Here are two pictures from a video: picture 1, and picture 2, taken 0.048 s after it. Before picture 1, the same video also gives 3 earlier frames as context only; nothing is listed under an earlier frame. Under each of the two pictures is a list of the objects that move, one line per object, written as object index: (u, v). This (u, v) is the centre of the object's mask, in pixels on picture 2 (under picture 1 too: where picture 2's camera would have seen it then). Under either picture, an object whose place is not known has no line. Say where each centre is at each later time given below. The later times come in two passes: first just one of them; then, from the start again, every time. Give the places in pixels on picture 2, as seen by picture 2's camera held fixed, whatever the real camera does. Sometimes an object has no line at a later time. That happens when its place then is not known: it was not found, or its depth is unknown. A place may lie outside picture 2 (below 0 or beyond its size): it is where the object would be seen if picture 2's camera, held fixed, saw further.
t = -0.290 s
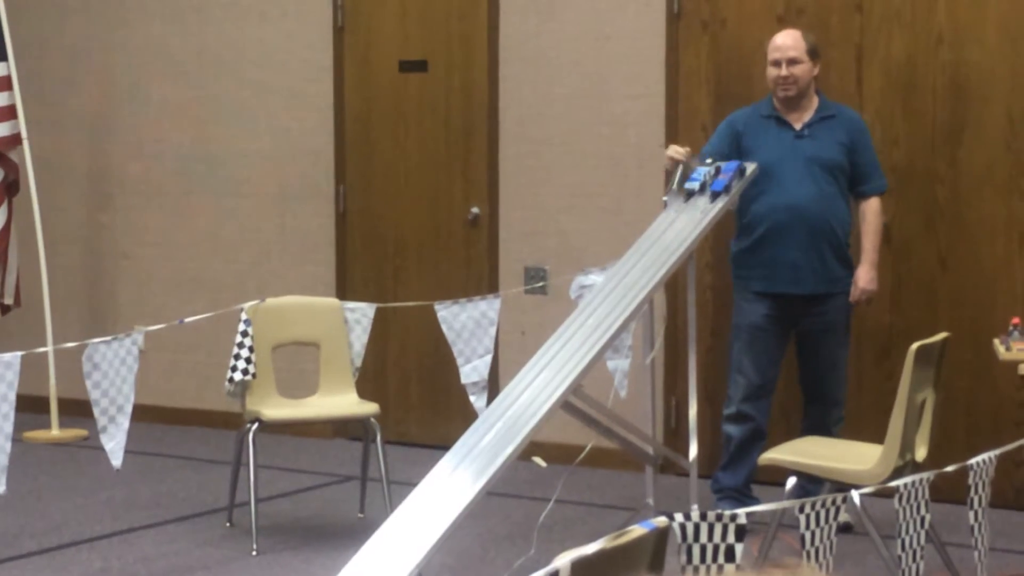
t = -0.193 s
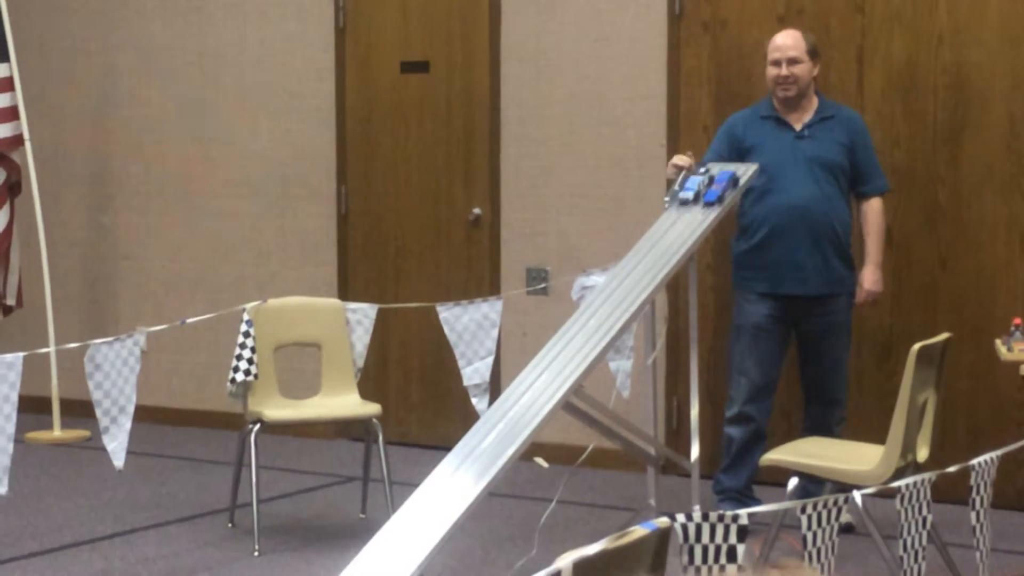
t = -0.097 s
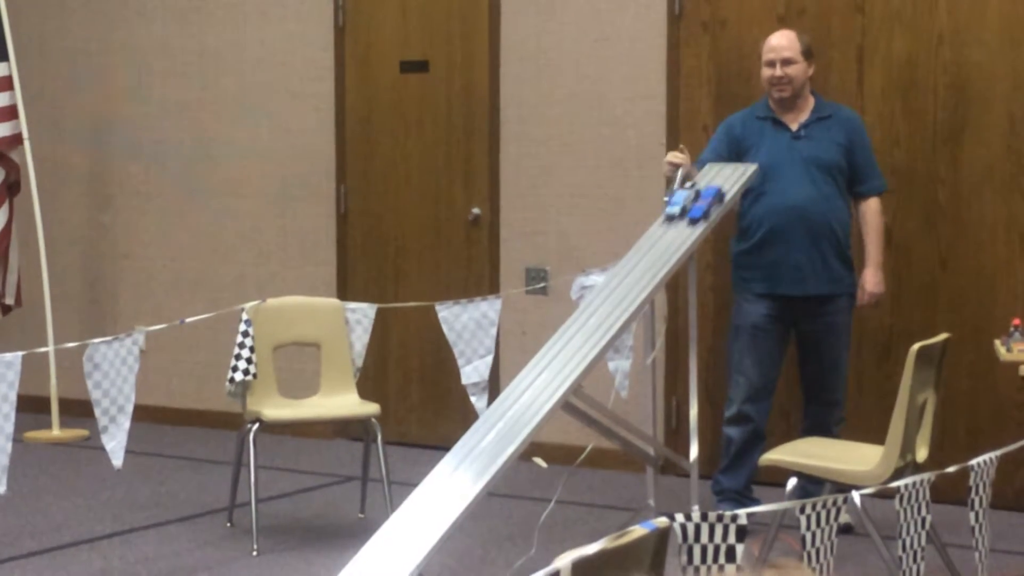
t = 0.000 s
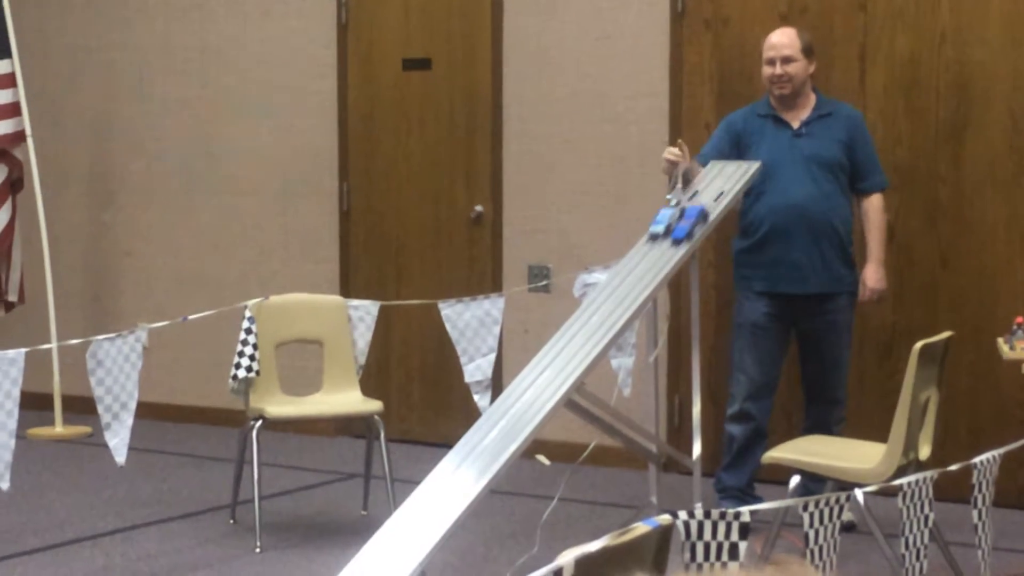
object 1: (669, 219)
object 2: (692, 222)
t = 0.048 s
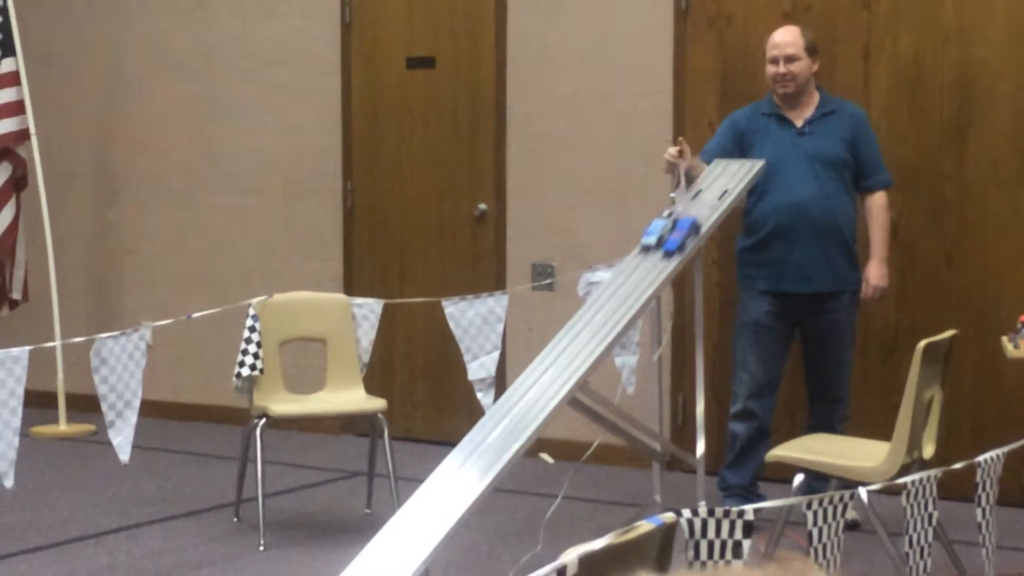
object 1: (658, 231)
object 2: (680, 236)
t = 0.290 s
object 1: (572, 325)
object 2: (591, 338)
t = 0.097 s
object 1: (644, 246)
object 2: (666, 252)
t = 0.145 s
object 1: (629, 262)
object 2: (651, 269)
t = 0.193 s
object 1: (612, 281)
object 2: (633, 289)
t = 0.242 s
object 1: (593, 301)
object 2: (614, 311)
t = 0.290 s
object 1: (572, 325)
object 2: (591, 338)
